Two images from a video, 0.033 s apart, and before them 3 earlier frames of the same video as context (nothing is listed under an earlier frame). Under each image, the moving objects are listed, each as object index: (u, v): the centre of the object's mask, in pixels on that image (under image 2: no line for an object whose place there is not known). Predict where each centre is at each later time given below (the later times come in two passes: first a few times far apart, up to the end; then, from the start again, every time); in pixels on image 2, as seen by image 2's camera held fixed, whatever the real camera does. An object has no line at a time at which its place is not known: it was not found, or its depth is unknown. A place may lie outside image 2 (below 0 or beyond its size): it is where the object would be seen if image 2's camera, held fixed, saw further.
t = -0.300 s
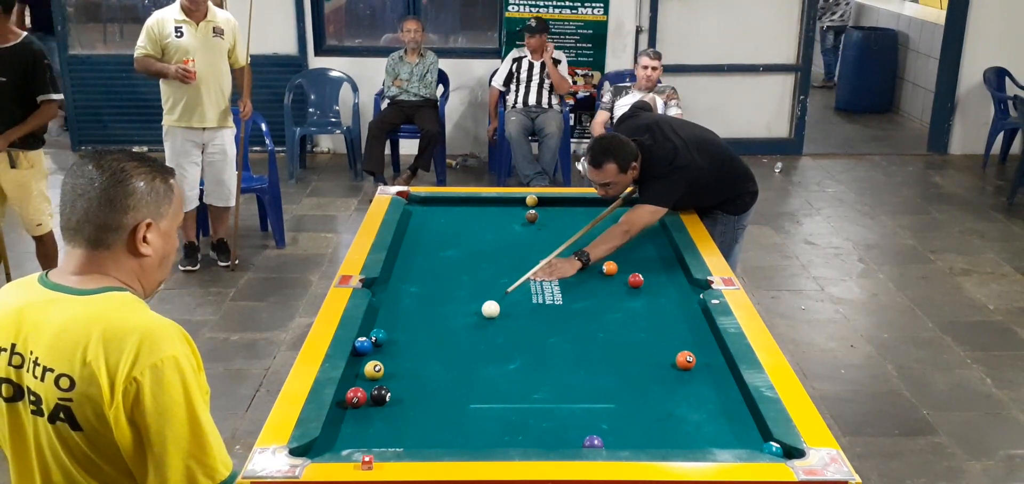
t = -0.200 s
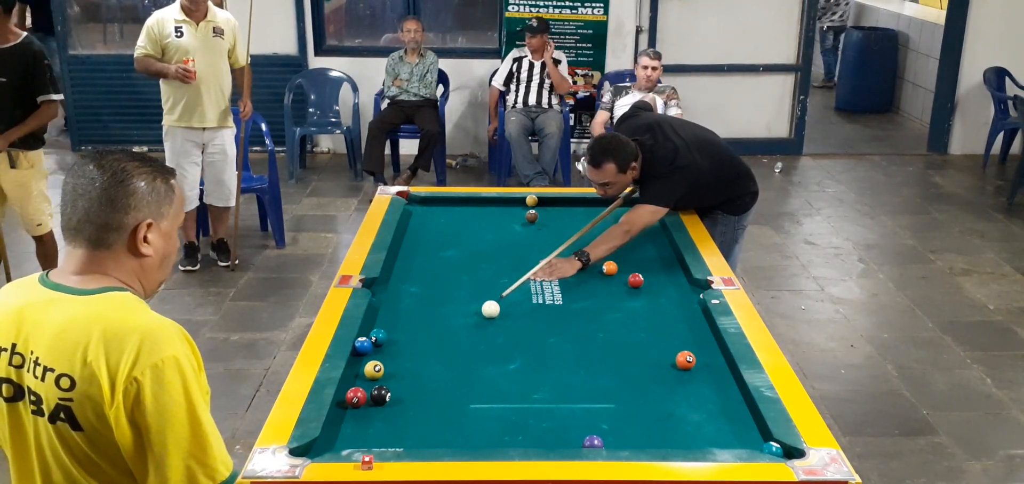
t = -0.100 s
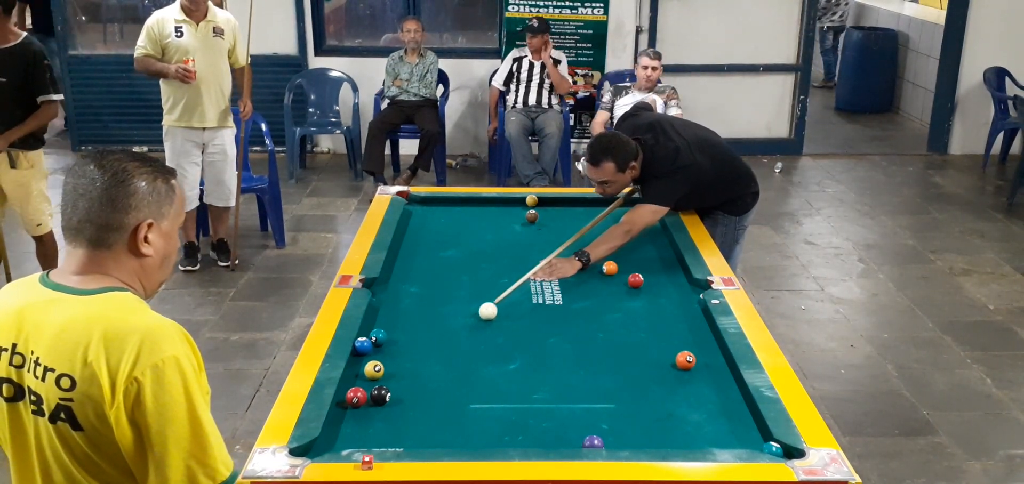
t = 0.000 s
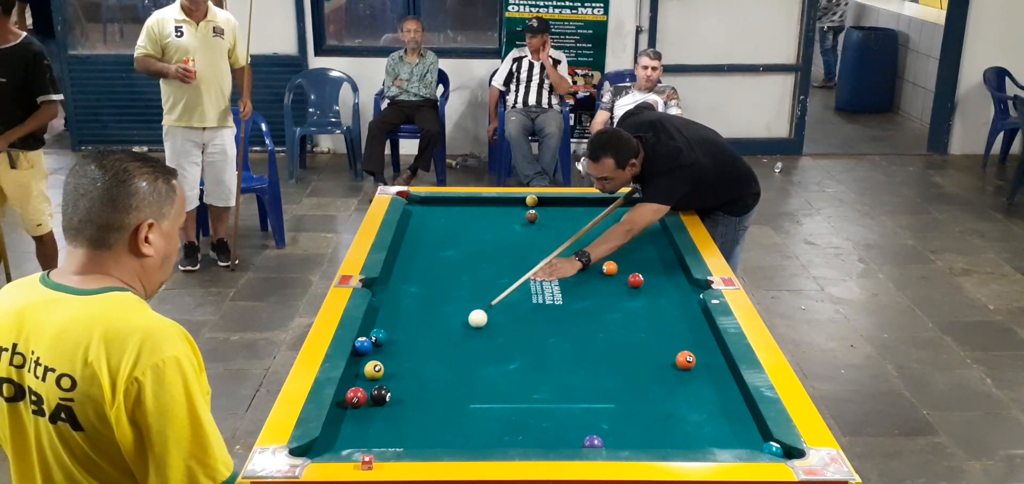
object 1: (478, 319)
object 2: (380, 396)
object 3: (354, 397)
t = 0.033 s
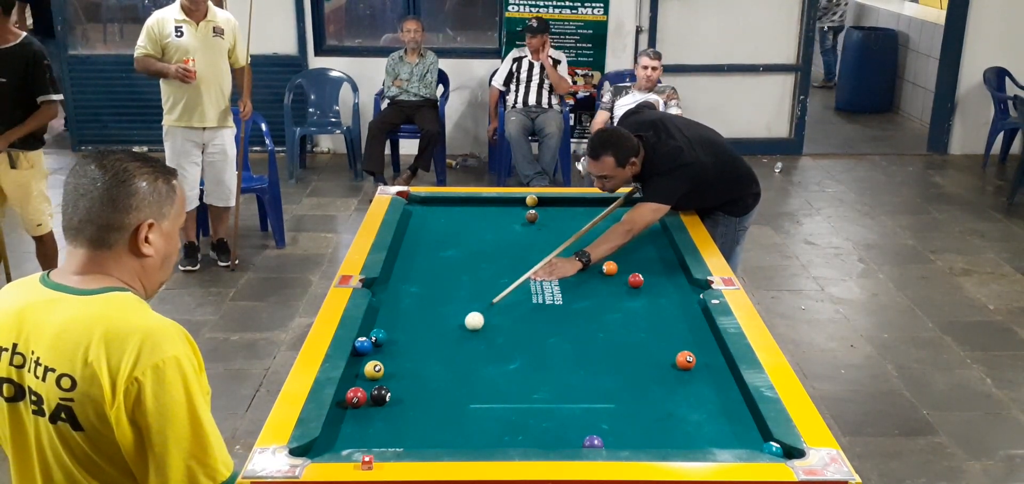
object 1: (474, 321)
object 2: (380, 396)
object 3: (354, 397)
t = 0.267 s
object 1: (449, 339)
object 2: (380, 396)
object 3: (354, 397)
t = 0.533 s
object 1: (420, 360)
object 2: (380, 396)
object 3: (355, 397)
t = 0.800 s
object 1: (390, 381)
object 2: (380, 396)
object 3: (355, 397)
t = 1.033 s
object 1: (372, 389)
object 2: (369, 410)
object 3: (353, 398)
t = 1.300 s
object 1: (366, 392)
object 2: (355, 429)
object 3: (344, 403)
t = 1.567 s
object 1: (364, 393)
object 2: (342, 443)
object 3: (347, 406)
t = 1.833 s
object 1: (364, 393)
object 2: (325, 446)
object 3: (349, 407)
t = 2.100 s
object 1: (363, 393)
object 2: (322, 447)
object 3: (349, 407)
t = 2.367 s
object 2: (323, 448)
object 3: (349, 407)
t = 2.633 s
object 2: (323, 447)
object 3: (349, 407)
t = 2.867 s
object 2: (320, 447)
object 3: (347, 407)
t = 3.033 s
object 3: (350, 407)
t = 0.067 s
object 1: (471, 324)
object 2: (380, 396)
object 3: (354, 397)
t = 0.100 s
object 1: (467, 326)
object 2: (380, 396)
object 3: (355, 397)
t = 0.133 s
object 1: (463, 329)
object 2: (380, 396)
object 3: (355, 397)
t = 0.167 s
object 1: (460, 331)
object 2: (380, 396)
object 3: (355, 397)
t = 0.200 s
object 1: (456, 334)
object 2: (380, 396)
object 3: (355, 397)
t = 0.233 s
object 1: (453, 337)
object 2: (380, 396)
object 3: (354, 397)
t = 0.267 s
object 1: (449, 339)
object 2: (380, 396)
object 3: (354, 397)
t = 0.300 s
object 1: (445, 342)
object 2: (380, 396)
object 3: (354, 397)
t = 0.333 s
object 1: (442, 345)
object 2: (380, 396)
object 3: (355, 397)
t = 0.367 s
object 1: (438, 347)
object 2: (380, 396)
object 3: (354, 397)
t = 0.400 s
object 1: (434, 350)
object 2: (380, 396)
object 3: (354, 397)
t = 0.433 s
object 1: (431, 352)
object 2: (380, 396)
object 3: (354, 397)
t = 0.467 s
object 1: (427, 355)
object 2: (380, 396)
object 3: (355, 397)
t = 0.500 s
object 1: (423, 358)
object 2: (380, 396)
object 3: (355, 397)
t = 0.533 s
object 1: (420, 360)
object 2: (380, 396)
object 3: (355, 397)
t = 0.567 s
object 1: (416, 363)
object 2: (380, 396)
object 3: (354, 397)
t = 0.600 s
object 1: (412, 366)
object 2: (380, 396)
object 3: (354, 397)
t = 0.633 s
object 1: (408, 368)
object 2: (380, 396)
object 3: (354, 397)
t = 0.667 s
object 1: (405, 371)
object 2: (380, 396)
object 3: (355, 397)
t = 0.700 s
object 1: (401, 374)
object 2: (380, 396)
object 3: (356, 397)
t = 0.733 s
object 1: (397, 377)
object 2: (380, 396)
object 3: (356, 397)
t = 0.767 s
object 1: (393, 379)
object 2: (380, 396)
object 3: (356, 397)
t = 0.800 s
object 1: (390, 381)
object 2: (380, 396)
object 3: (355, 397)
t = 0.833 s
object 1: (387, 382)
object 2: (380, 396)
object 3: (354, 397)
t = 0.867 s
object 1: (384, 384)
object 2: (378, 399)
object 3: (356, 397)
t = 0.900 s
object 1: (381, 385)
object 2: (376, 402)
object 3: (356, 397)
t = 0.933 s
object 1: (378, 386)
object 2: (374, 404)
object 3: (356, 397)
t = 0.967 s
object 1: (376, 388)
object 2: (372, 406)
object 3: (355, 397)
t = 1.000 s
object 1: (374, 388)
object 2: (371, 408)
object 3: (355, 397)
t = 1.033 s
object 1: (372, 389)
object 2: (369, 410)
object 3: (353, 398)
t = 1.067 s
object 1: (371, 390)
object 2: (368, 413)
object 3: (351, 399)
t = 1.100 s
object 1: (370, 391)
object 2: (366, 415)
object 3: (349, 400)
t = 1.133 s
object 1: (369, 391)
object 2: (364, 418)
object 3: (347, 400)
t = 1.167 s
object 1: (368, 391)
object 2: (362, 420)
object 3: (346, 401)
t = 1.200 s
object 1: (368, 391)
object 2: (360, 422)
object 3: (344, 402)
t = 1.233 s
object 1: (367, 392)
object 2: (359, 425)
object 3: (343, 402)
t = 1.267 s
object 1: (366, 392)
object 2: (357, 427)
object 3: (343, 403)
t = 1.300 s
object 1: (366, 392)
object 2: (355, 429)
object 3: (344, 403)
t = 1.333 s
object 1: (365, 393)
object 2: (353, 431)
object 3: (344, 404)
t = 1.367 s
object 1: (365, 393)
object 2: (352, 433)
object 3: (345, 404)
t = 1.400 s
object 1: (365, 393)
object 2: (350, 436)
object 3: (346, 405)
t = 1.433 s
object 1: (364, 393)
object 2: (348, 438)
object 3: (346, 405)
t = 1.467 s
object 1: (364, 393)
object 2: (346, 439)
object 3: (346, 405)
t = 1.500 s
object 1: (364, 393)
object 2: (345, 441)
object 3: (347, 406)
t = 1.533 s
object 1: (364, 393)
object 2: (343, 442)
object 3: (347, 406)
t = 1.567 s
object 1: (364, 393)
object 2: (342, 443)
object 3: (347, 406)
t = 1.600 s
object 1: (364, 393)
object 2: (340, 445)
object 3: (348, 406)
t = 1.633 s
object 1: (363, 393)
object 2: (337, 446)
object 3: (347, 407)
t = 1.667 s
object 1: (362, 393)
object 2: (334, 446)
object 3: (346, 407)
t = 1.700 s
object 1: (362, 393)
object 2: (332, 445)
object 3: (346, 407)
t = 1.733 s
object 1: (363, 393)
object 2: (330, 446)
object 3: (347, 407)
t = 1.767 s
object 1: (363, 393)
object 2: (328, 446)
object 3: (347, 407)
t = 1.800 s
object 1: (363, 393)
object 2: (327, 446)
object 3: (348, 408)
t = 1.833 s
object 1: (364, 393)
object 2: (325, 446)
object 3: (349, 407)
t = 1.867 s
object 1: (364, 393)
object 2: (324, 445)
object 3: (350, 407)
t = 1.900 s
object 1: (364, 393)
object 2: (321, 446)
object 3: (349, 407)
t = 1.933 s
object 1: (364, 393)
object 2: (320, 446)
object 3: (349, 407)
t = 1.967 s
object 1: (364, 393)
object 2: (320, 446)
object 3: (349, 407)
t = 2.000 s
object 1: (364, 393)
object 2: (321, 446)
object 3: (349, 407)
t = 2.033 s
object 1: (364, 393)
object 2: (321, 446)
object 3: (349, 407)
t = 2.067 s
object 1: (363, 393)
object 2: (321, 447)
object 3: (349, 407)
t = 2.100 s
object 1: (363, 393)
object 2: (322, 447)
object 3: (349, 407)
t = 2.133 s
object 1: (363, 393)
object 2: (322, 447)
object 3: (349, 407)
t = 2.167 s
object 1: (363, 393)
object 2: (323, 447)
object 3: (349, 407)
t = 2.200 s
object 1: (363, 393)
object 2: (323, 447)
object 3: (349, 407)
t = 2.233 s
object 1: (363, 393)
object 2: (323, 447)
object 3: (349, 407)
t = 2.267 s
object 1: (364, 393)
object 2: (323, 447)
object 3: (349, 407)
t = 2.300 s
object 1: (363, 393)
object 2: (323, 447)
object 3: (349, 407)
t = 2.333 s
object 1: (363, 393)
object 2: (323, 447)
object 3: (349, 407)
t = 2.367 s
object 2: (323, 448)
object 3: (349, 407)
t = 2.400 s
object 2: (323, 448)
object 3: (349, 407)
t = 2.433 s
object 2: (323, 448)
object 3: (349, 407)
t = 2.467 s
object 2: (323, 447)
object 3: (349, 407)
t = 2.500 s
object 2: (323, 447)
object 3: (349, 407)
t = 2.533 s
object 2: (323, 447)
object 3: (349, 407)
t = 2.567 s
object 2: (323, 447)
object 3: (349, 407)
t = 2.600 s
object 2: (323, 447)
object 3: (349, 407)
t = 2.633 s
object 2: (323, 447)
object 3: (349, 407)
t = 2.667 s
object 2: (323, 447)
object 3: (349, 407)
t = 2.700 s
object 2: (322, 447)
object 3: (349, 407)
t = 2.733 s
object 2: (323, 447)
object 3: (349, 407)
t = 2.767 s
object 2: (322, 447)
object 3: (349, 407)
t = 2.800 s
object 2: (323, 447)
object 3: (349, 407)
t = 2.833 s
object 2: (321, 447)
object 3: (348, 407)
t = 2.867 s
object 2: (320, 447)
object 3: (347, 407)
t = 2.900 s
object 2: (319, 448)
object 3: (347, 407)
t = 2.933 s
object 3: (348, 407)
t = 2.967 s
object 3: (348, 407)
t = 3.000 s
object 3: (349, 407)
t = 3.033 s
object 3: (350, 407)
